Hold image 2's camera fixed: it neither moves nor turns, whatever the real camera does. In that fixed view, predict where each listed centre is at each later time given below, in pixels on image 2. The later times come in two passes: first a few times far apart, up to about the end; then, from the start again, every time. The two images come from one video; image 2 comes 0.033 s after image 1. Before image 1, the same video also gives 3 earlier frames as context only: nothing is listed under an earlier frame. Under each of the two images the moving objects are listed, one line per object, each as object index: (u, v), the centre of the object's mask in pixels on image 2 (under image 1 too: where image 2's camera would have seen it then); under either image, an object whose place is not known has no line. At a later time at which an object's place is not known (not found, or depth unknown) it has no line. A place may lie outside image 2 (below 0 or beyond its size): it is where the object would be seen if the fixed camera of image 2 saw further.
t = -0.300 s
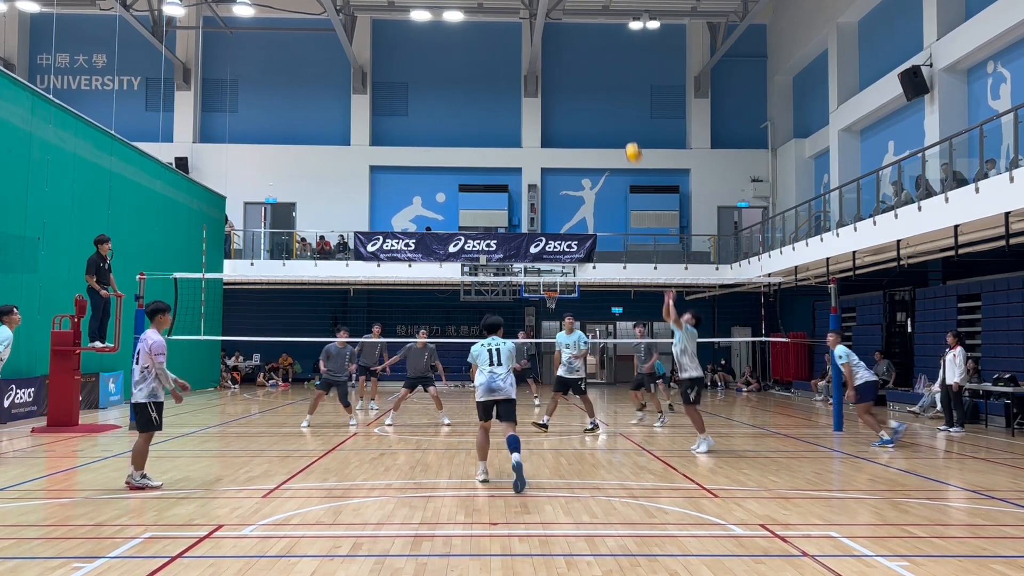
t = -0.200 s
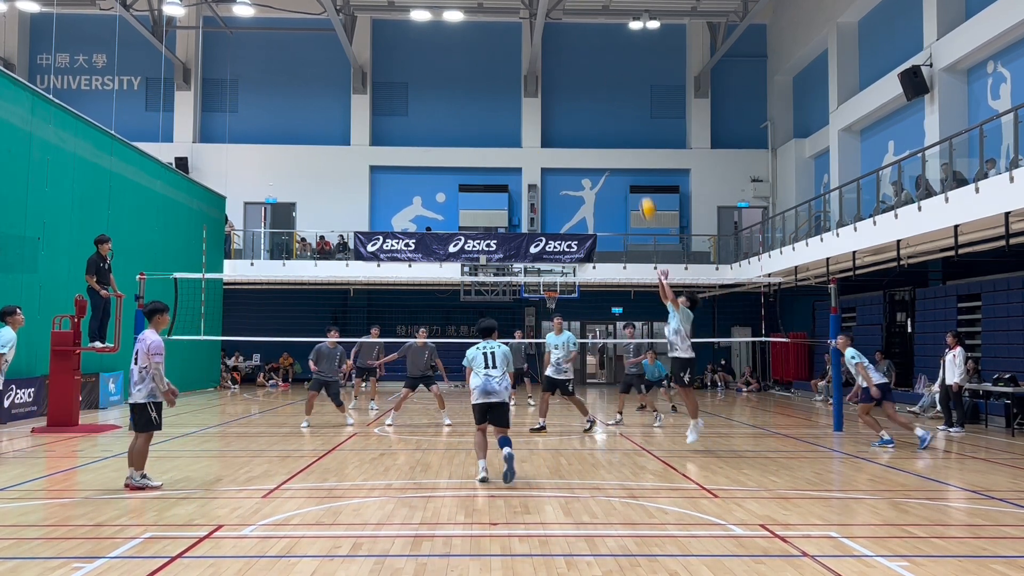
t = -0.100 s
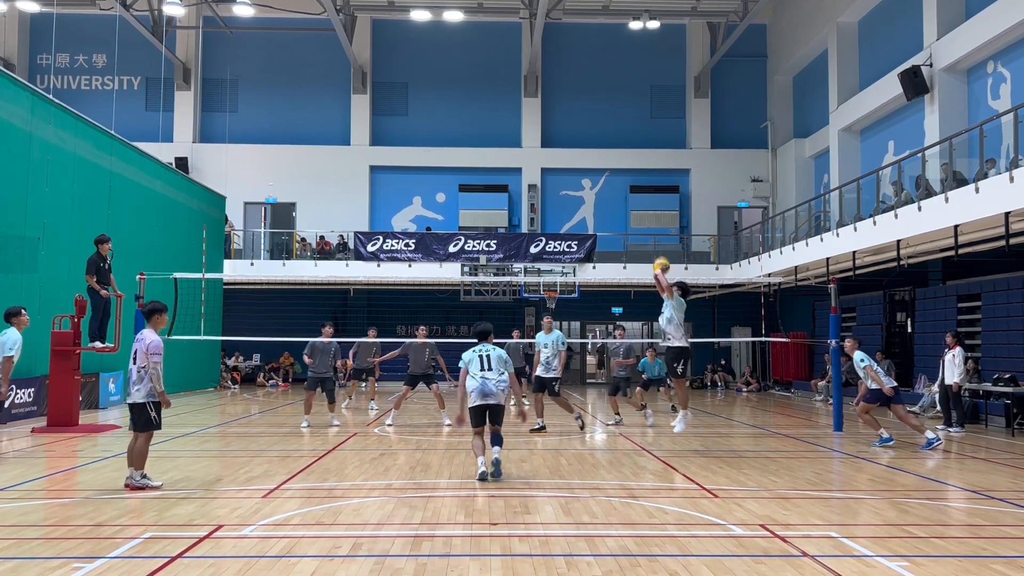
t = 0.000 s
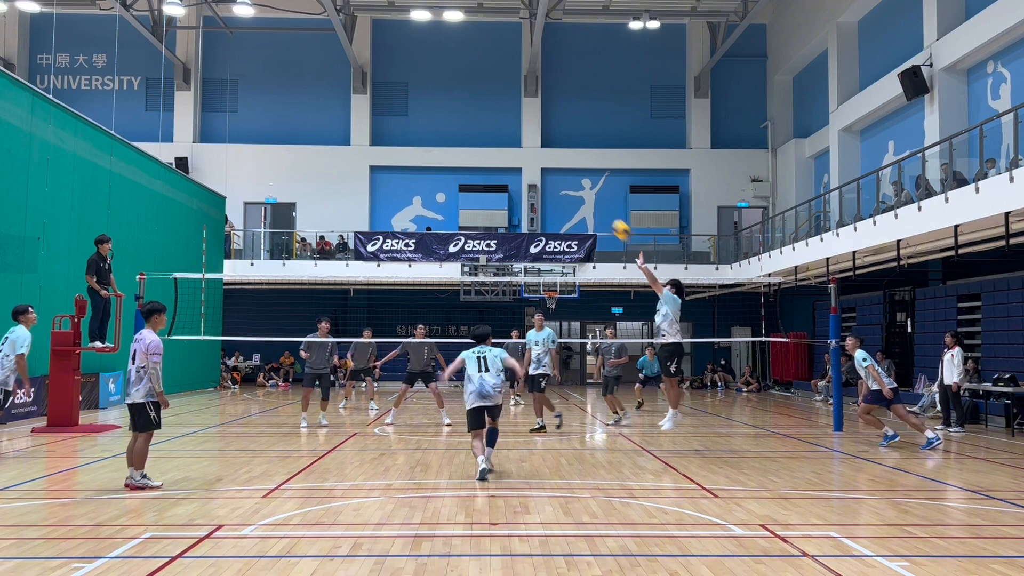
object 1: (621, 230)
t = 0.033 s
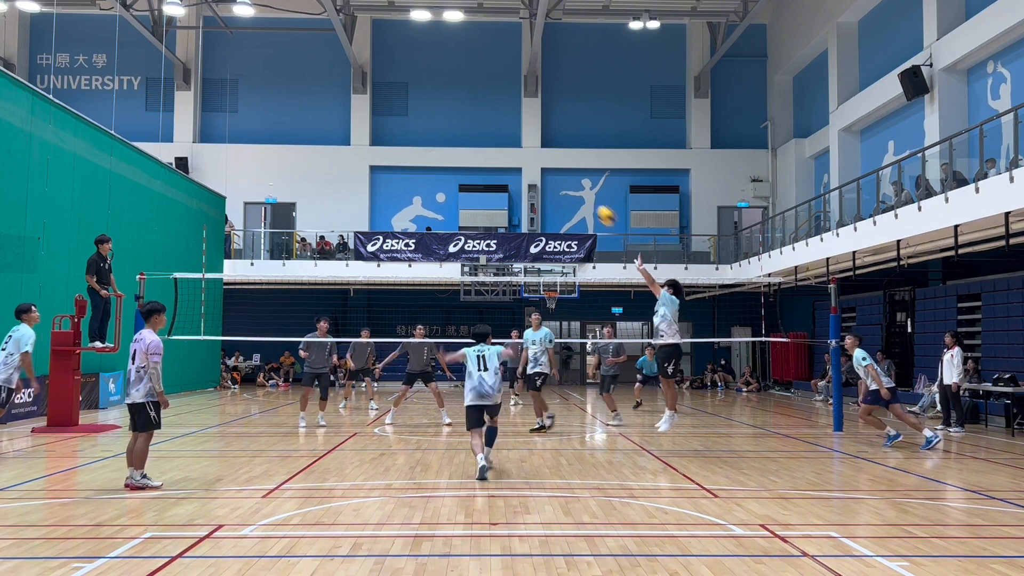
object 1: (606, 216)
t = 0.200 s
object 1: (531, 158)
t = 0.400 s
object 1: (446, 121)
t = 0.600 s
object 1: (367, 114)
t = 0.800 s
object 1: (292, 136)
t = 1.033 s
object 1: (209, 194)
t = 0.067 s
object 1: (591, 202)
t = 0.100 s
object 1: (575, 190)
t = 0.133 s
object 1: (560, 178)
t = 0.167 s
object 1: (546, 168)
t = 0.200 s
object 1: (531, 158)
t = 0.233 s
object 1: (516, 150)
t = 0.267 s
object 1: (501, 142)
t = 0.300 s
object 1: (487, 136)
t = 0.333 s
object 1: (474, 130)
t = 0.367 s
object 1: (460, 125)
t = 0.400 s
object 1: (446, 121)
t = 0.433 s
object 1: (433, 118)
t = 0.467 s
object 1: (420, 116)
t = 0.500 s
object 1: (406, 114)
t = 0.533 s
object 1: (393, 113)
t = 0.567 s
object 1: (380, 114)
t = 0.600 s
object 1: (367, 114)
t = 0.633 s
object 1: (354, 116)
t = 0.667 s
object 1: (341, 118)
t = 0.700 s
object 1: (329, 122)
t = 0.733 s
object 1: (316, 126)
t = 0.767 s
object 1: (304, 131)
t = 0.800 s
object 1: (292, 136)
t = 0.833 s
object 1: (280, 141)
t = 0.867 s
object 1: (268, 149)
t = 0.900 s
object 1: (256, 156)
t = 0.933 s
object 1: (245, 164)
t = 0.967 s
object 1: (233, 173)
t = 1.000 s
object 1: (221, 183)
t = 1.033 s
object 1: (209, 194)
